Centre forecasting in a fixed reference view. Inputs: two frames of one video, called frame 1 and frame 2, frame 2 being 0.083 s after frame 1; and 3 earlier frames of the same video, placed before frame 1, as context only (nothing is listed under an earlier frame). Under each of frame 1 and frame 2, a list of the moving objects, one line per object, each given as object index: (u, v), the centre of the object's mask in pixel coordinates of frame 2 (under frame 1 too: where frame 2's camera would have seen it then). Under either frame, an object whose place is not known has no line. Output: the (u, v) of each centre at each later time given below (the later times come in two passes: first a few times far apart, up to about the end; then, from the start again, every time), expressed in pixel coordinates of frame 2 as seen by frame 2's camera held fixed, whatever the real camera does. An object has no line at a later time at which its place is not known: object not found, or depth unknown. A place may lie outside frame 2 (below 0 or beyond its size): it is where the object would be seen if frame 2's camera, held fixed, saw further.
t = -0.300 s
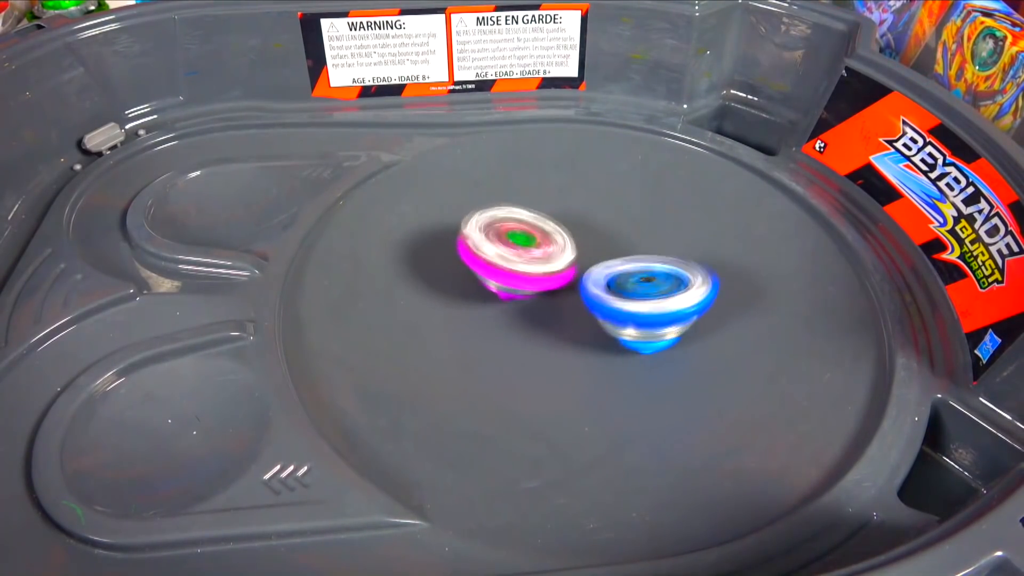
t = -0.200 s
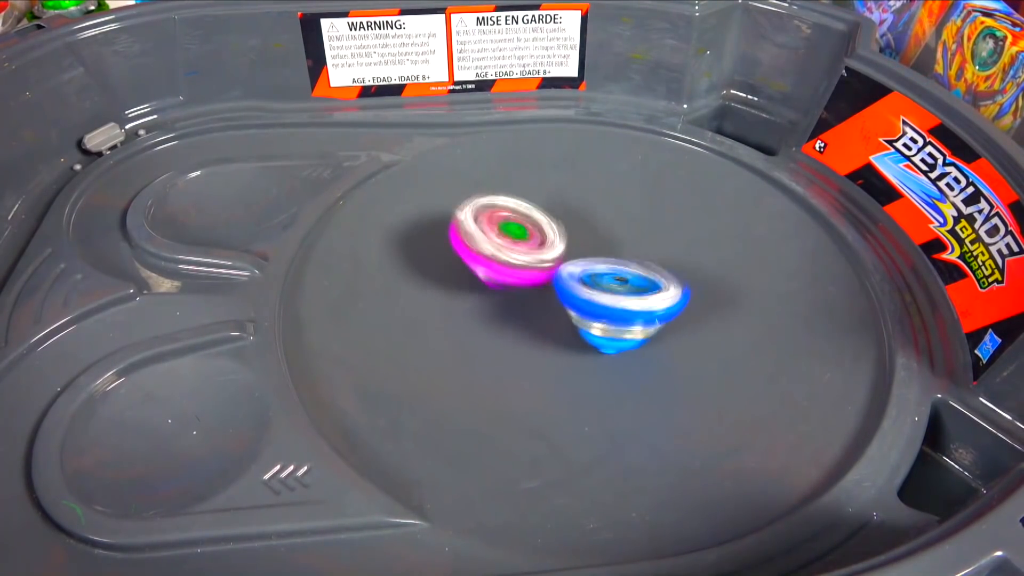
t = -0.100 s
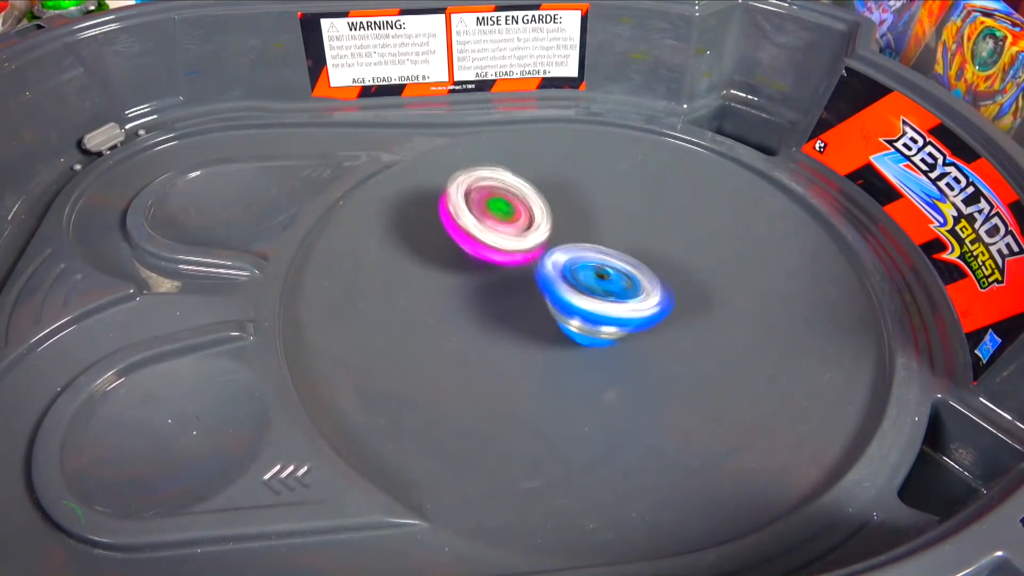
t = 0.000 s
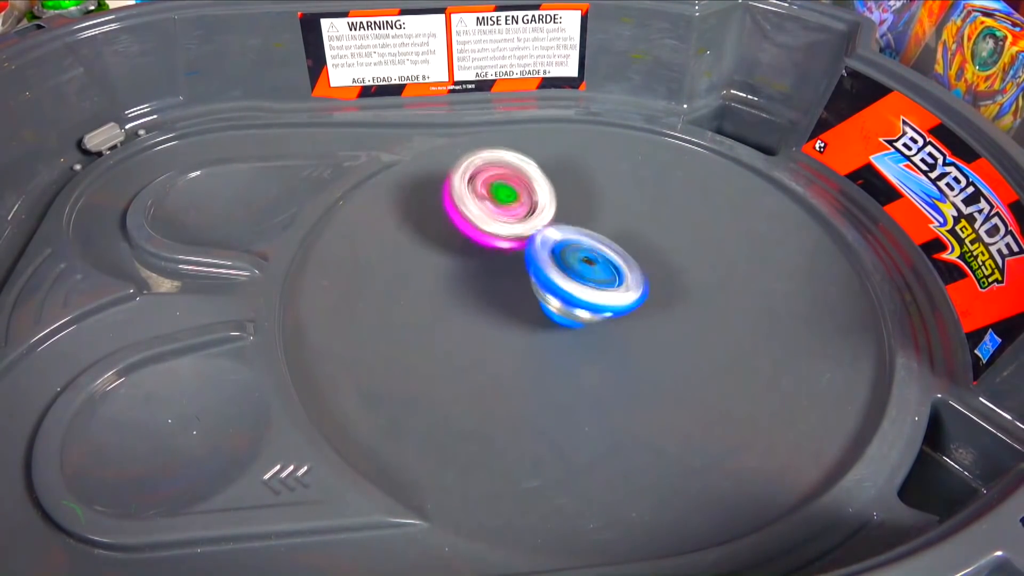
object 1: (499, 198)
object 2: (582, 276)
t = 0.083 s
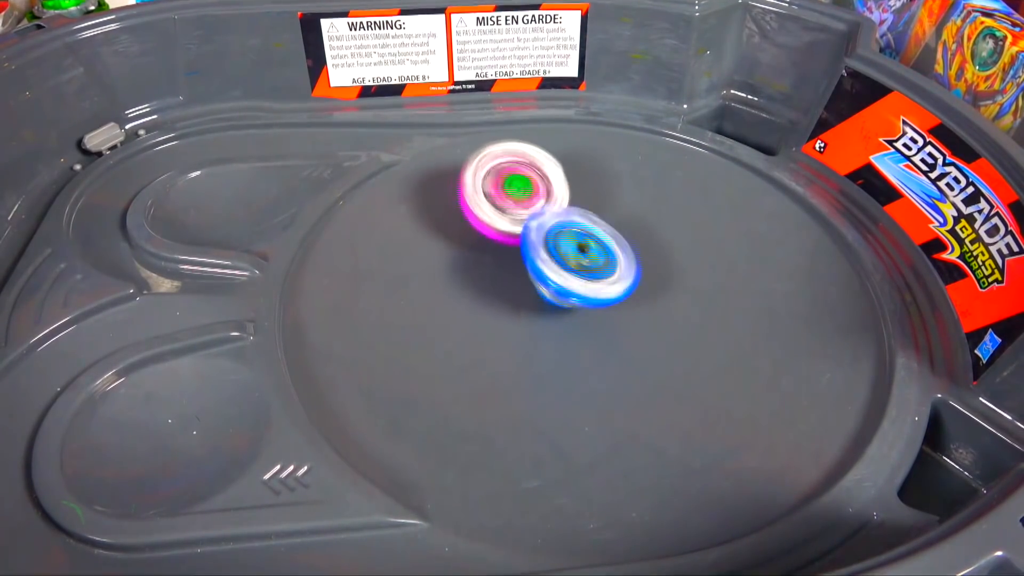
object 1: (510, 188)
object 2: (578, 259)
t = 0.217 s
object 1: (539, 175)
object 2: (590, 256)
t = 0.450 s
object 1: (599, 200)
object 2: (616, 294)
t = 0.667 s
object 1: (590, 232)
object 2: (594, 322)
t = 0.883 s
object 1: (602, 243)
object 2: (468, 275)
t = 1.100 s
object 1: (598, 244)
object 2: (464, 236)
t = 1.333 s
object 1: (618, 265)
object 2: (490, 225)
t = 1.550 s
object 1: (617, 292)
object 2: (508, 218)
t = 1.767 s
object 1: (608, 284)
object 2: (507, 207)
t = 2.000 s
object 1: (598, 286)
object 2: (524, 224)
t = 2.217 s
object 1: (590, 303)
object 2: (536, 227)
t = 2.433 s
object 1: (576, 290)
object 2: (527, 222)
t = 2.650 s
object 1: (575, 292)
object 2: (532, 224)
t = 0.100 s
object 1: (512, 186)
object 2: (579, 257)
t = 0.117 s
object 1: (514, 184)
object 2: (581, 256)
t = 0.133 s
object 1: (516, 182)
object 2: (581, 256)
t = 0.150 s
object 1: (520, 180)
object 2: (584, 257)
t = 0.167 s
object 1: (524, 178)
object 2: (585, 257)
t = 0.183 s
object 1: (531, 175)
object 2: (588, 259)
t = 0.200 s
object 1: (534, 176)
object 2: (588, 259)
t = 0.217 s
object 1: (539, 175)
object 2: (590, 256)
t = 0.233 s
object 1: (543, 175)
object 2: (591, 256)
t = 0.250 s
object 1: (547, 177)
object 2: (600, 257)
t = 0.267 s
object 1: (550, 178)
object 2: (600, 259)
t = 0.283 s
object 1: (556, 180)
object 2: (605, 262)
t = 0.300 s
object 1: (560, 180)
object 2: (606, 263)
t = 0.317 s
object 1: (568, 180)
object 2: (612, 267)
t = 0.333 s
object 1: (571, 182)
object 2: (613, 270)
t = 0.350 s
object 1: (577, 184)
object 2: (614, 273)
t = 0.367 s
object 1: (580, 185)
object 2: (615, 275)
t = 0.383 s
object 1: (585, 189)
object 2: (617, 278)
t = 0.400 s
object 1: (587, 191)
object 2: (617, 279)
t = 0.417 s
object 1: (591, 195)
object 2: (617, 283)
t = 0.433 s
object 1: (593, 198)
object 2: (618, 285)
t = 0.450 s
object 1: (599, 200)
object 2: (616, 294)
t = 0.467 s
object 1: (601, 201)
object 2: (617, 300)
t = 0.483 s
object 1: (602, 204)
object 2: (614, 307)
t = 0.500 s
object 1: (602, 205)
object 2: (614, 311)
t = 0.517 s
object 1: (603, 208)
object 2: (611, 316)
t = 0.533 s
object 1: (603, 209)
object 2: (610, 318)
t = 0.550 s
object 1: (602, 213)
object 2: (607, 321)
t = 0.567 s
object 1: (601, 215)
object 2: (606, 322)
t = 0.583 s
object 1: (599, 218)
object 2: (603, 324)
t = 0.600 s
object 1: (599, 220)
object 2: (602, 325)
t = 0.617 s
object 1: (596, 225)
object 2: (600, 325)
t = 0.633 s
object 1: (595, 227)
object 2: (599, 322)
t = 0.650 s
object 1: (591, 231)
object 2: (596, 322)
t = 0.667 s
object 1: (590, 232)
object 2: (594, 322)
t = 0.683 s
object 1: (586, 235)
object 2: (591, 319)
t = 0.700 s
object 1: (585, 236)
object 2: (588, 321)
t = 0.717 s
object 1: (589, 239)
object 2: (575, 324)
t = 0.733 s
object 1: (590, 238)
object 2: (570, 323)
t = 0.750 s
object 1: (593, 236)
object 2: (551, 315)
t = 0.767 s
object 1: (594, 236)
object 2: (547, 316)
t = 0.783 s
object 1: (597, 238)
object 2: (526, 314)
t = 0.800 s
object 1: (598, 239)
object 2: (523, 307)
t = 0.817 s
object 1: (599, 240)
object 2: (507, 297)
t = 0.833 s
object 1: (600, 240)
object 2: (504, 298)
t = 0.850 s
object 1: (602, 242)
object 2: (483, 291)
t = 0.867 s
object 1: (602, 242)
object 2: (481, 286)
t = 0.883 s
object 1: (602, 243)
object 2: (468, 275)
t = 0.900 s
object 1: (602, 244)
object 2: (467, 275)
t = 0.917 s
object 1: (601, 245)
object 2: (452, 268)
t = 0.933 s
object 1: (600, 244)
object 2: (452, 265)
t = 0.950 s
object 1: (601, 244)
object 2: (444, 255)
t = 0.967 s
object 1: (601, 244)
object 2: (444, 253)
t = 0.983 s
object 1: (600, 244)
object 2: (442, 248)
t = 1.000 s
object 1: (600, 245)
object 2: (443, 246)
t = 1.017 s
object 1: (598, 243)
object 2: (448, 243)
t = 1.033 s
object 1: (598, 244)
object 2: (448, 242)
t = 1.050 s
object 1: (598, 243)
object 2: (451, 237)
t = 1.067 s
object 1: (598, 243)
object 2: (451, 236)
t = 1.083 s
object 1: (598, 243)
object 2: (463, 237)
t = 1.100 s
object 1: (598, 244)
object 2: (464, 236)
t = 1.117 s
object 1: (598, 244)
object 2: (472, 235)
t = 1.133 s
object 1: (598, 244)
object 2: (472, 235)
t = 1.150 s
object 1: (603, 247)
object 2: (478, 233)
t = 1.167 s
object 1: (607, 246)
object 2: (478, 234)
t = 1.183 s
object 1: (616, 252)
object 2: (477, 229)
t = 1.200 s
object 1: (619, 252)
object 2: (477, 228)
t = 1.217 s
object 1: (623, 256)
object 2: (479, 226)
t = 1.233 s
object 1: (625, 257)
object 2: (479, 226)
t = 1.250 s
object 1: (626, 260)
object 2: (481, 224)
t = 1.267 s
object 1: (625, 261)
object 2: (481, 224)
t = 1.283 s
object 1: (623, 263)
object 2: (484, 225)
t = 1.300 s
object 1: (621, 264)
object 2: (484, 225)
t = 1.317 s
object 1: (618, 264)
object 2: (490, 224)
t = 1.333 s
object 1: (618, 265)
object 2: (490, 225)
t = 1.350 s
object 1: (616, 265)
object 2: (503, 225)
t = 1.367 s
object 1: (616, 266)
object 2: (504, 226)
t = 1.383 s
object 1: (616, 268)
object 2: (505, 228)
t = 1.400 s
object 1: (616, 270)
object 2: (505, 229)
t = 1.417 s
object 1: (617, 272)
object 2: (508, 233)
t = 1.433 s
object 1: (617, 273)
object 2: (508, 234)
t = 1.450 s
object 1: (615, 275)
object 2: (513, 233)
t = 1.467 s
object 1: (614, 275)
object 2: (512, 233)
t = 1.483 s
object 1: (616, 280)
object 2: (514, 234)
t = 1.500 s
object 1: (616, 282)
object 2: (514, 234)
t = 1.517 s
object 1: (617, 287)
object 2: (511, 229)
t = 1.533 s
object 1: (617, 289)
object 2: (509, 226)
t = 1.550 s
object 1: (617, 292)
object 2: (508, 218)
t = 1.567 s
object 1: (616, 292)
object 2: (508, 215)
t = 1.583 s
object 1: (613, 293)
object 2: (507, 211)
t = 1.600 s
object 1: (611, 293)
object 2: (507, 210)
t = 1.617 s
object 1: (608, 293)
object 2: (508, 209)
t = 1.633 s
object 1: (606, 293)
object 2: (509, 208)
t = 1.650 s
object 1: (604, 292)
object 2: (510, 208)
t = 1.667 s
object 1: (603, 292)
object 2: (510, 207)
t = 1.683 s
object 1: (604, 291)
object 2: (508, 209)
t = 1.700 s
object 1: (603, 289)
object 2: (508, 209)
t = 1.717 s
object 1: (605, 289)
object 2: (506, 209)
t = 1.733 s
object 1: (605, 287)
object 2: (506, 209)
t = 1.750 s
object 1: (607, 287)
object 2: (507, 207)
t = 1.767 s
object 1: (608, 284)
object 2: (507, 207)
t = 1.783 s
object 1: (606, 281)
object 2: (511, 208)
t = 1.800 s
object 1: (606, 279)
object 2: (511, 209)
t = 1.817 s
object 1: (604, 278)
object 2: (515, 213)
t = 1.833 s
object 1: (604, 277)
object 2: (516, 214)
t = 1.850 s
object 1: (603, 278)
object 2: (518, 218)
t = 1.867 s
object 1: (601, 277)
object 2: (519, 218)
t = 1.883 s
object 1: (598, 276)
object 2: (520, 220)
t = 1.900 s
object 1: (597, 277)
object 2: (520, 221)
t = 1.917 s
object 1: (595, 280)
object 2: (523, 222)
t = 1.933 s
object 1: (596, 283)
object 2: (524, 223)
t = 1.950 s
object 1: (597, 283)
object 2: (524, 223)
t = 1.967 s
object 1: (597, 283)
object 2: (525, 223)
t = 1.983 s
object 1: (598, 284)
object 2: (525, 224)
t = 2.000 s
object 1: (598, 286)
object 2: (524, 224)
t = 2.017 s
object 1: (599, 284)
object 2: (524, 225)
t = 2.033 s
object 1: (600, 286)
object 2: (524, 225)
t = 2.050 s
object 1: (600, 287)
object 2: (526, 227)
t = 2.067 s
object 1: (600, 288)
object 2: (526, 227)
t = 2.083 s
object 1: (602, 288)
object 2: (530, 229)
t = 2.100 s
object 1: (602, 292)
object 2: (531, 229)
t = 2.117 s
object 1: (602, 293)
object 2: (533, 230)
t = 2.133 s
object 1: (601, 294)
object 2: (534, 230)
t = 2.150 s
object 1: (601, 296)
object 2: (534, 228)
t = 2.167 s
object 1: (599, 298)
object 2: (535, 228)
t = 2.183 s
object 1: (596, 301)
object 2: (535, 226)
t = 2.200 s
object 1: (595, 302)
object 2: (536, 227)
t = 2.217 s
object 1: (590, 303)
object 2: (536, 227)
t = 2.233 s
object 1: (589, 303)
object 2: (536, 227)
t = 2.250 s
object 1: (587, 303)
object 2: (536, 226)
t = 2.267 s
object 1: (585, 302)
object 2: (536, 226)
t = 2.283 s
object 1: (583, 301)
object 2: (534, 226)
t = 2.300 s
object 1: (583, 300)
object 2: (534, 227)
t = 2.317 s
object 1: (582, 298)
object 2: (532, 226)
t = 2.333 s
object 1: (581, 297)
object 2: (532, 226)
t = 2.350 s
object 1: (580, 296)
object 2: (530, 225)
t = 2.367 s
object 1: (580, 295)
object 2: (529, 225)
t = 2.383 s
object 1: (579, 293)
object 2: (528, 224)
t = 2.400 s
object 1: (579, 292)
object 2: (528, 224)
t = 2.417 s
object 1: (576, 291)
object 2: (527, 223)
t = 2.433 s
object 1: (576, 290)
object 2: (527, 222)
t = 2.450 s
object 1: (574, 290)
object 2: (527, 221)
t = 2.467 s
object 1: (572, 290)
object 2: (528, 221)
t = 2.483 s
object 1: (570, 290)
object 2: (528, 220)
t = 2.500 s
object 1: (568, 290)
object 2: (530, 220)
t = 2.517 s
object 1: (568, 292)
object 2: (531, 221)
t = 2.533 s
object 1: (568, 292)
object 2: (532, 221)
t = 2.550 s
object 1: (570, 292)
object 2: (532, 221)
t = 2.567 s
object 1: (571, 292)
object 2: (532, 222)
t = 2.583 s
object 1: (573, 292)
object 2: (532, 223)
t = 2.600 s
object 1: (574, 292)
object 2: (531, 223)
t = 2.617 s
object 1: (575, 292)
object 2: (531, 224)
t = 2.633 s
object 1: (575, 292)
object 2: (532, 224)
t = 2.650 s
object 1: (575, 292)
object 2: (532, 224)
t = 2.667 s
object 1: (575, 292)
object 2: (532, 224)
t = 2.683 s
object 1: (575, 292)
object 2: (531, 224)
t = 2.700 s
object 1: (575, 292)
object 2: (531, 224)
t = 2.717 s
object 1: (575, 292)
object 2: (531, 224)
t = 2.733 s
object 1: (575, 292)
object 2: (531, 224)
